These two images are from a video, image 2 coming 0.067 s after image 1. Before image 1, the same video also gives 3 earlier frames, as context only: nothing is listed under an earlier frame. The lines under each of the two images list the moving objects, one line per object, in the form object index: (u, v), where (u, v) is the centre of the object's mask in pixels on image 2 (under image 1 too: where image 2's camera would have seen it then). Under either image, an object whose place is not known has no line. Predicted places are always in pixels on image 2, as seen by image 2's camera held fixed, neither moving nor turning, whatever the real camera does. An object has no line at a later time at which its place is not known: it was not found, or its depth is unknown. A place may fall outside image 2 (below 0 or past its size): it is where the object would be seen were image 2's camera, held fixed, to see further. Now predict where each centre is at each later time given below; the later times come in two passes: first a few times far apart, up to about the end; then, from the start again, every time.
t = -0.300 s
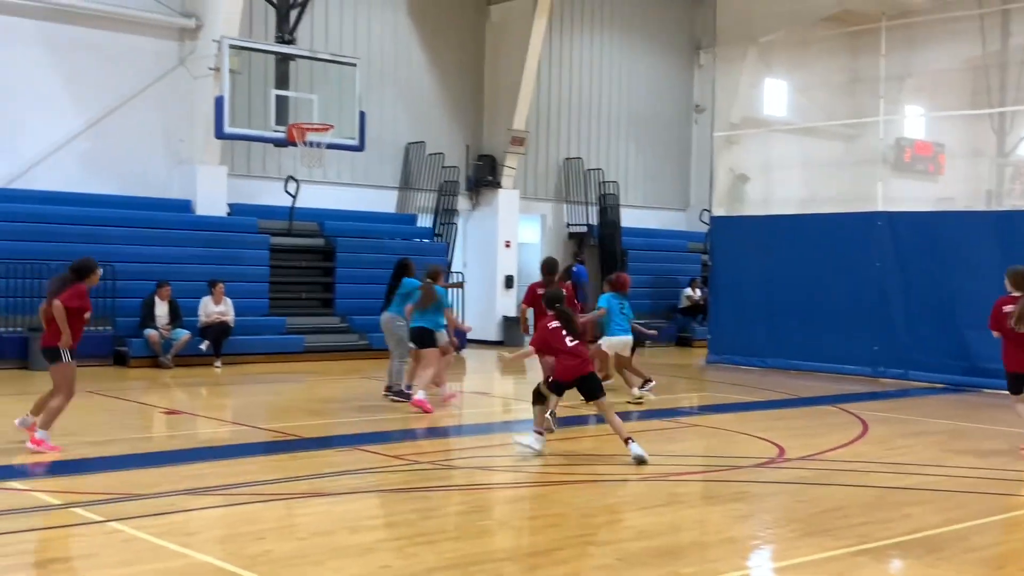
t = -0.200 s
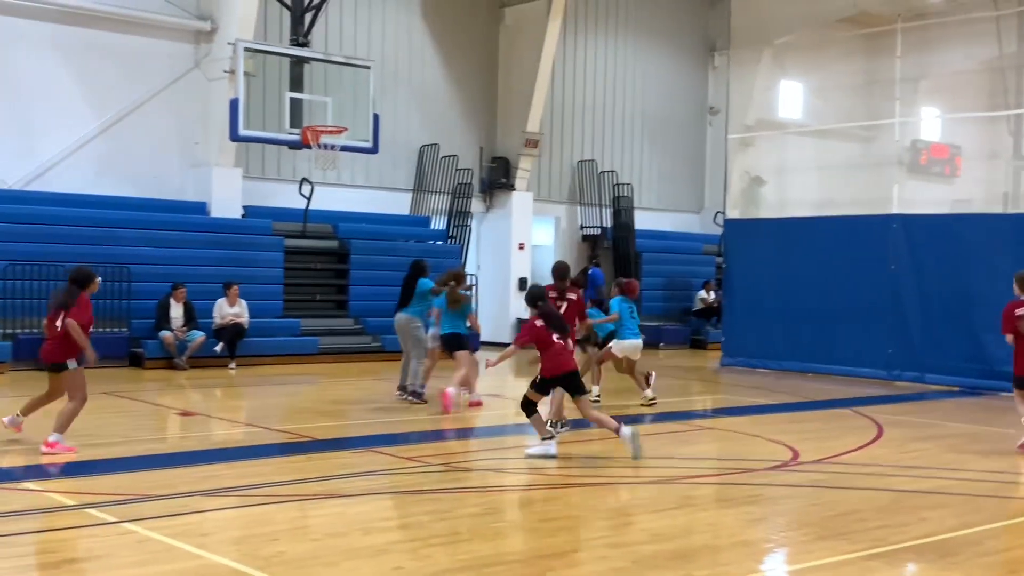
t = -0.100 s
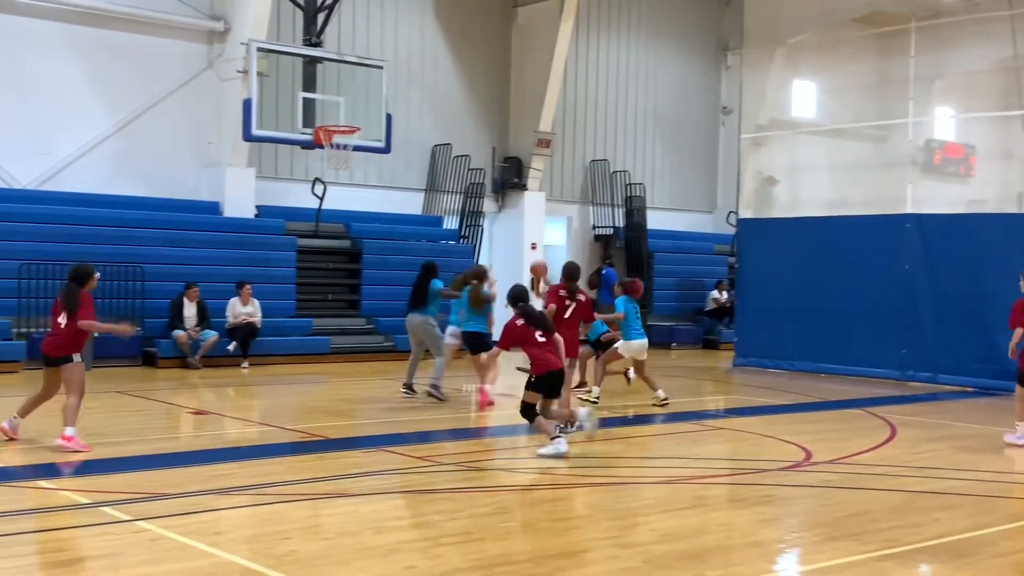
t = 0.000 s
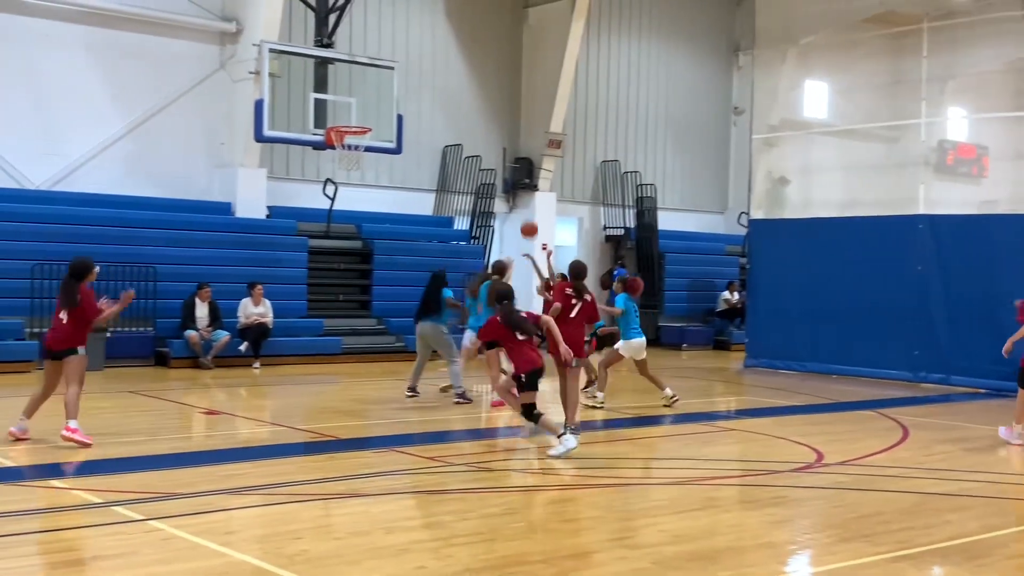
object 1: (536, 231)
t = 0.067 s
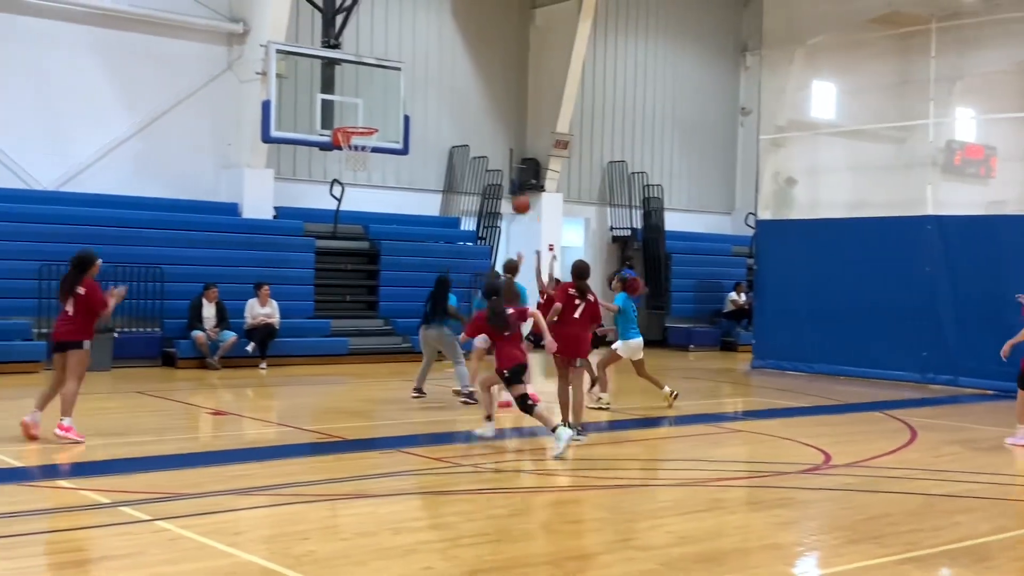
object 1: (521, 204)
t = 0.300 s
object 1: (467, 142)
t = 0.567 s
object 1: (399, 121)
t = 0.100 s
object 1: (514, 194)
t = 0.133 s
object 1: (506, 184)
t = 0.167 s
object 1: (499, 174)
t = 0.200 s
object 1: (491, 165)
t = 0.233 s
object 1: (483, 156)
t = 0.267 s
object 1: (475, 149)
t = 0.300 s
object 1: (467, 142)
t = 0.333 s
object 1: (459, 137)
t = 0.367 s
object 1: (450, 132)
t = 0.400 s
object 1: (442, 128)
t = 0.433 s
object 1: (433, 125)
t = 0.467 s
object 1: (425, 123)
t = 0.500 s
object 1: (417, 121)
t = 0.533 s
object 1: (408, 120)
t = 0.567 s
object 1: (399, 121)
